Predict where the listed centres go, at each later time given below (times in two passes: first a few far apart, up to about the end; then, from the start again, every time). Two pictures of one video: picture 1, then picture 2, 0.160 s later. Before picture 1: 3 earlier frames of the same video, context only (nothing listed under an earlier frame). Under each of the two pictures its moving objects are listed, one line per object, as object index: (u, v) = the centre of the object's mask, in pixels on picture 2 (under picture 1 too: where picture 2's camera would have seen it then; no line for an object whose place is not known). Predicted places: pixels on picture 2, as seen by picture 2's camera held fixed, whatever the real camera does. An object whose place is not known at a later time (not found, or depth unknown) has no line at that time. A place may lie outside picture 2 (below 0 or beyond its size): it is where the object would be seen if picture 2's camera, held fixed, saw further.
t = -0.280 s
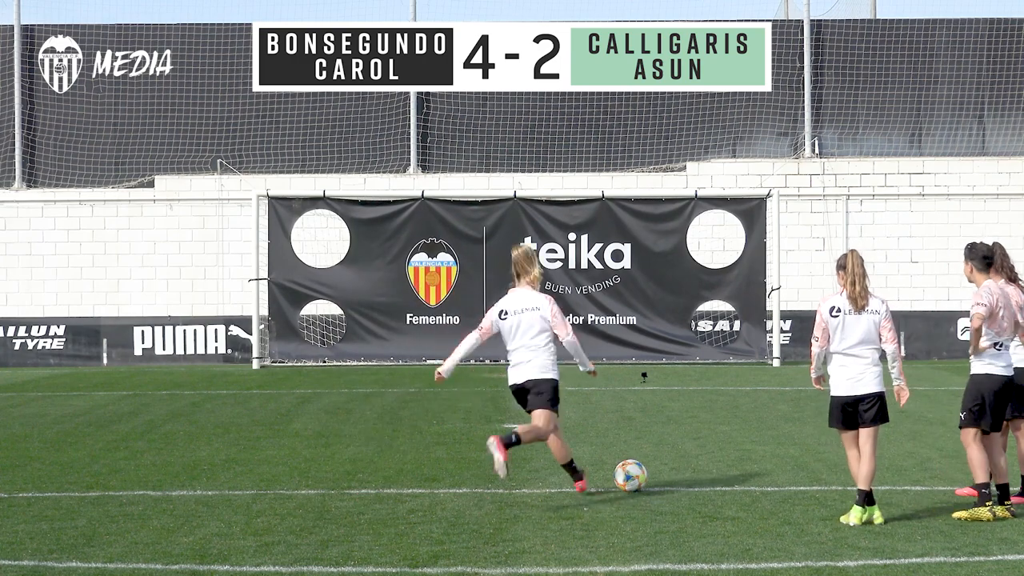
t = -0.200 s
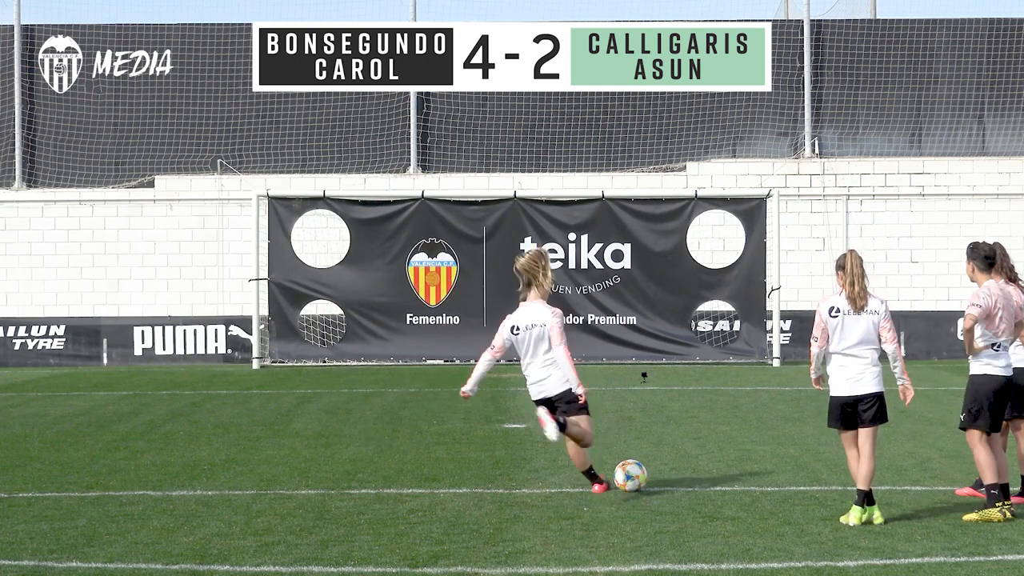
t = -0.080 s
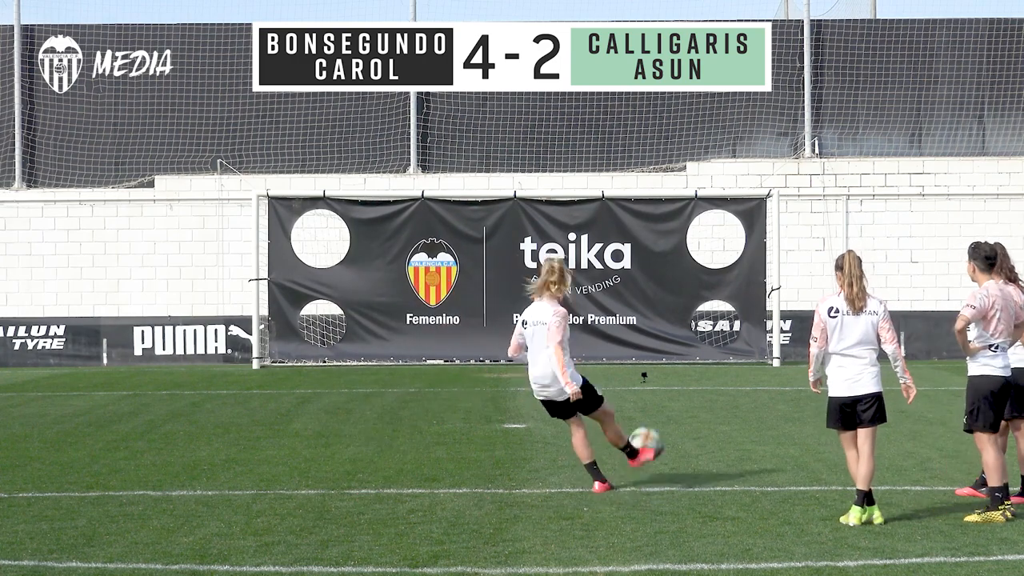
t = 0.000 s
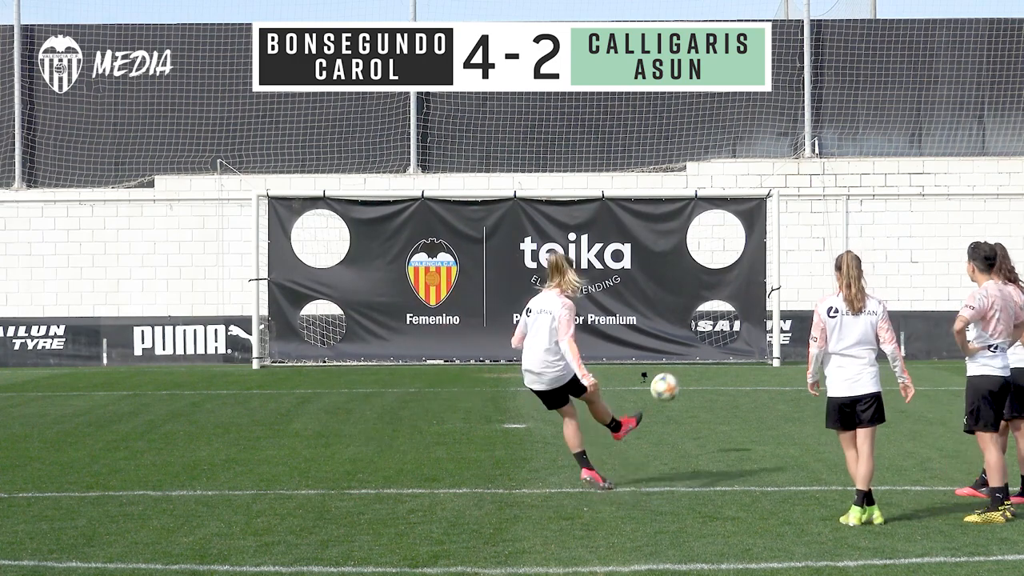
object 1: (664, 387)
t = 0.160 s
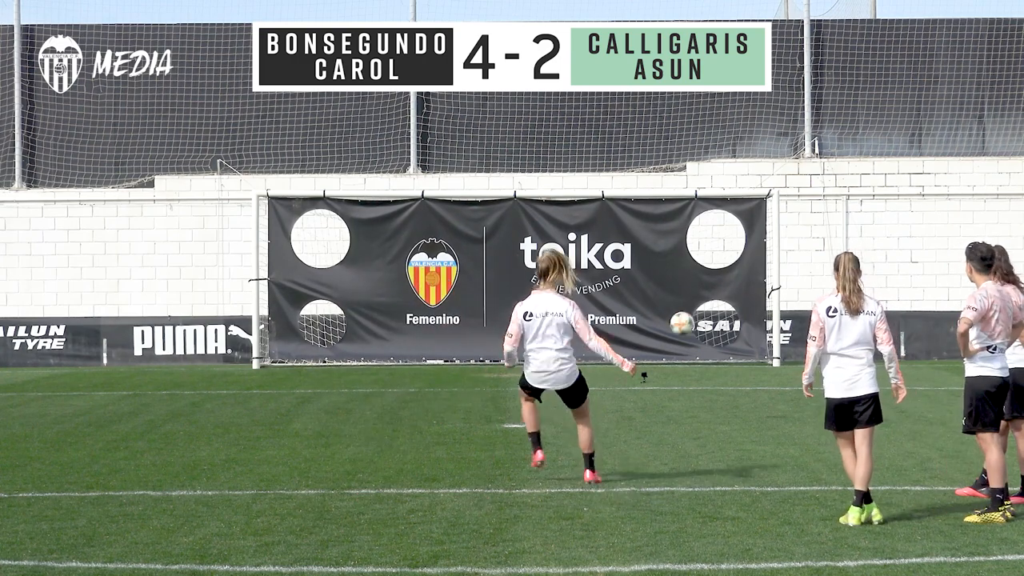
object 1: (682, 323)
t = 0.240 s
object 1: (683, 309)
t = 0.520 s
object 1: (666, 313)
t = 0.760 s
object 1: (640, 358)
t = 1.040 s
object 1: (647, 345)
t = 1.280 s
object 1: (653, 356)
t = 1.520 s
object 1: (657, 361)
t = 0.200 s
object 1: (683, 315)
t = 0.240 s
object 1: (683, 309)
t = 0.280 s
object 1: (682, 305)
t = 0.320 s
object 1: (681, 302)
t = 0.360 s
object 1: (679, 302)
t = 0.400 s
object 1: (676, 303)
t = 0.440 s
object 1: (673, 305)
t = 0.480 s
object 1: (670, 309)
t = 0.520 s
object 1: (666, 313)
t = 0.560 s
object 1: (663, 318)
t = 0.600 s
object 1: (659, 325)
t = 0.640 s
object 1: (654, 332)
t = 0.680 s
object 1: (650, 340)
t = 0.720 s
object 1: (645, 348)
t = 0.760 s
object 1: (640, 358)
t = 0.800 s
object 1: (639, 350)
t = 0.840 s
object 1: (641, 345)
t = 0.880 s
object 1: (642, 343)
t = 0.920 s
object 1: (643, 342)
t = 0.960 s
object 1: (644, 341)
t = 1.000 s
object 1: (645, 342)
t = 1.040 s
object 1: (647, 345)
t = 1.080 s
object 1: (648, 348)
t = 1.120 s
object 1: (649, 352)
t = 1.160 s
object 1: (651, 357)
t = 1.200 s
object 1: (652, 361)
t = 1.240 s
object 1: (652, 358)
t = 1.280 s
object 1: (653, 356)
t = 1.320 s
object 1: (654, 355)
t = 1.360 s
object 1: (654, 355)
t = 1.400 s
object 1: (655, 356)
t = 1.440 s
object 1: (656, 359)
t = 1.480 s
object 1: (656, 362)
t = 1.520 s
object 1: (657, 361)
